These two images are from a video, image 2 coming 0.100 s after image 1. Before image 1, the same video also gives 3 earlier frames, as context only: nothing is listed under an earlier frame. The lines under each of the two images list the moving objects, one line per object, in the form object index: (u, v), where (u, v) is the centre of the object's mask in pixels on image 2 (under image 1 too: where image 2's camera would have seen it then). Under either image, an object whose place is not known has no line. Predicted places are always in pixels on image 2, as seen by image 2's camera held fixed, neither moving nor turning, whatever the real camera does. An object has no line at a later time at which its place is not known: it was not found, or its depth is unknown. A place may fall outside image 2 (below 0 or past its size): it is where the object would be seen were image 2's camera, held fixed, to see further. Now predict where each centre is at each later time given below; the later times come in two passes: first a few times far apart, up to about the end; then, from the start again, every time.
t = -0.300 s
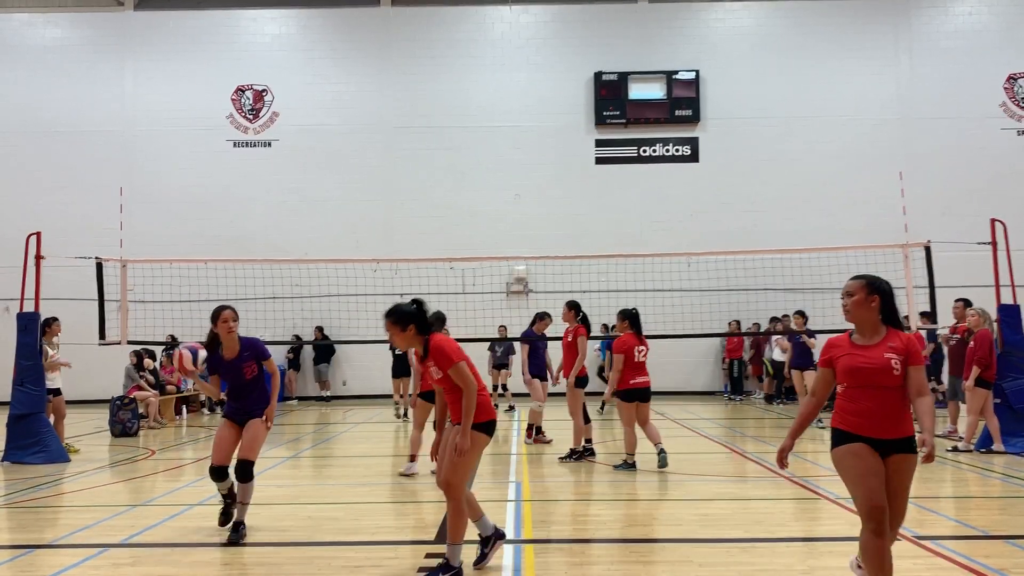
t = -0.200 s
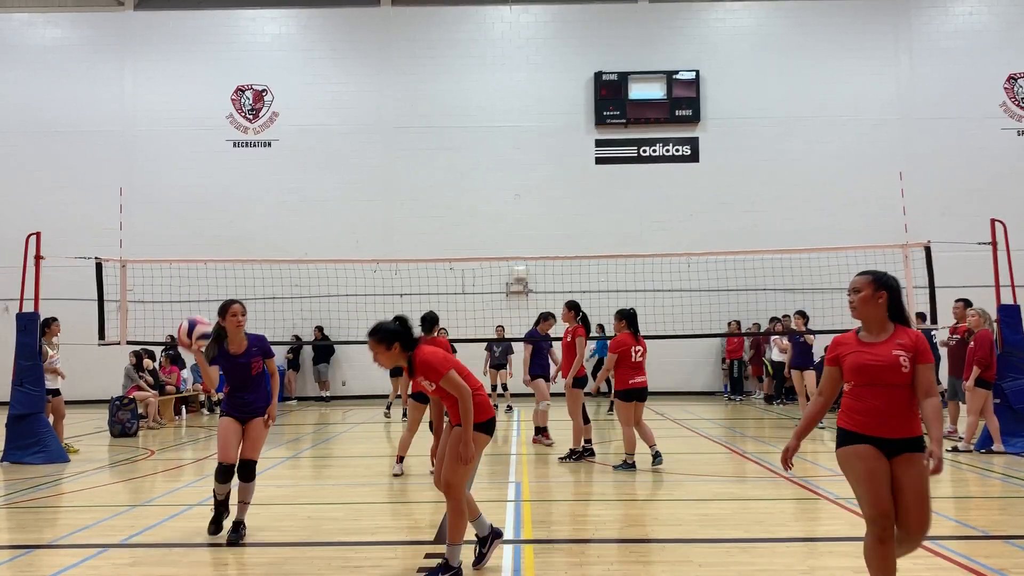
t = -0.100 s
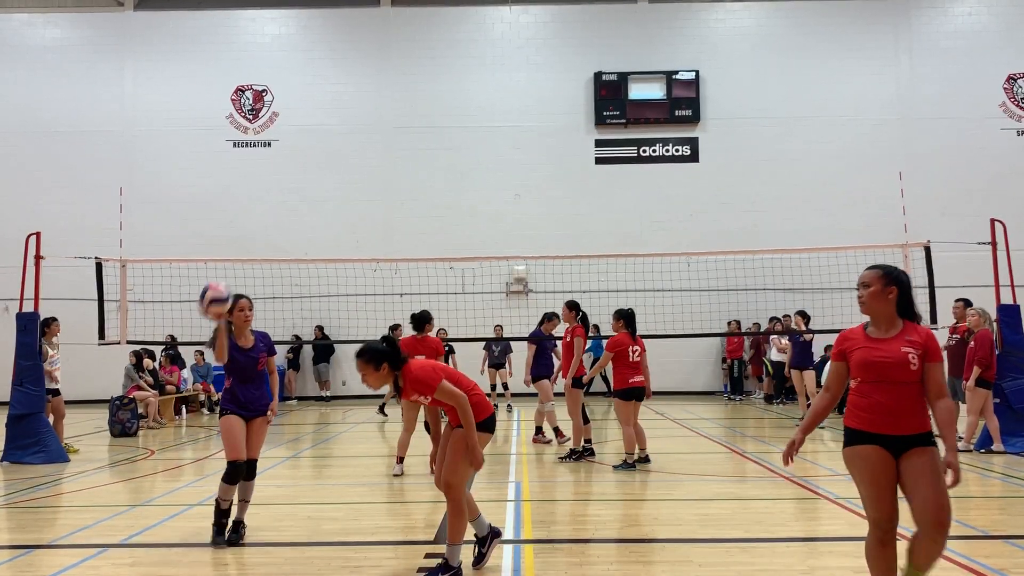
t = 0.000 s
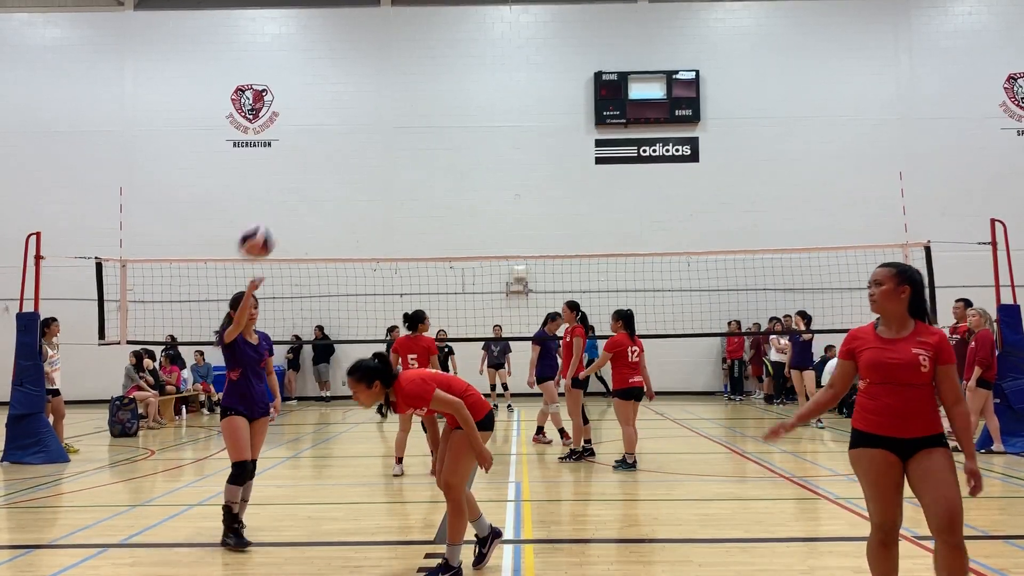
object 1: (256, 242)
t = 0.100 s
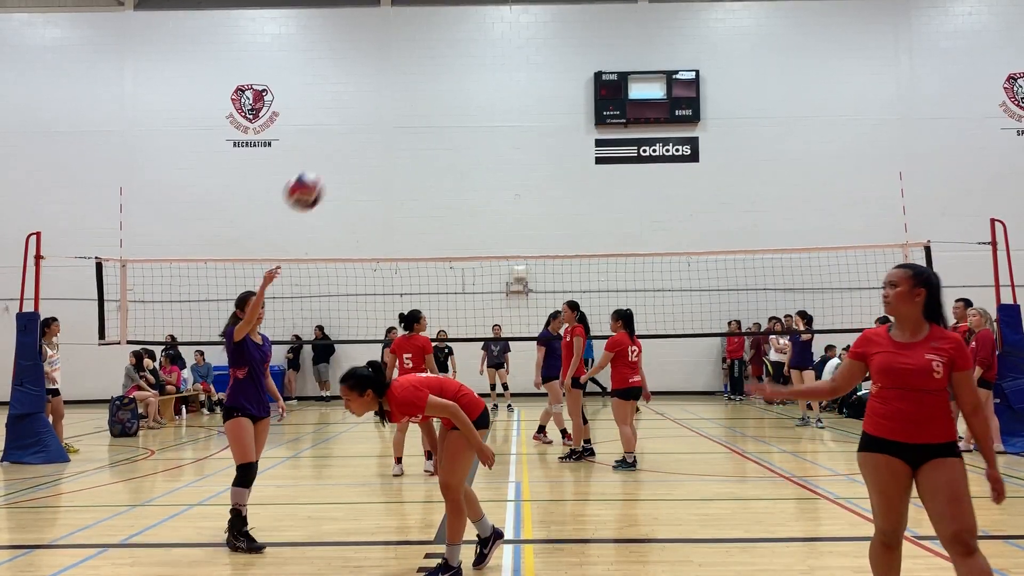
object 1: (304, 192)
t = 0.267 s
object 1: (392, 141)
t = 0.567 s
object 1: (591, 171)
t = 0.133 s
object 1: (321, 178)
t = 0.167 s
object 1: (338, 166)
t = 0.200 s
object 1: (355, 156)
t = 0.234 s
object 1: (373, 148)
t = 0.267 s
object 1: (392, 141)
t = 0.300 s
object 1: (411, 135)
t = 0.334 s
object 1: (431, 132)
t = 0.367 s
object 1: (451, 131)
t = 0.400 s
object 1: (472, 131)
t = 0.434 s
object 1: (494, 134)
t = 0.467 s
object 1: (517, 140)
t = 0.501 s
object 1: (541, 147)
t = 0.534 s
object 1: (565, 157)
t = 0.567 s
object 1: (591, 171)
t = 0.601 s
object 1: (618, 188)
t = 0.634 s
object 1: (646, 207)
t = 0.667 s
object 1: (674, 228)
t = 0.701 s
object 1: (705, 256)
